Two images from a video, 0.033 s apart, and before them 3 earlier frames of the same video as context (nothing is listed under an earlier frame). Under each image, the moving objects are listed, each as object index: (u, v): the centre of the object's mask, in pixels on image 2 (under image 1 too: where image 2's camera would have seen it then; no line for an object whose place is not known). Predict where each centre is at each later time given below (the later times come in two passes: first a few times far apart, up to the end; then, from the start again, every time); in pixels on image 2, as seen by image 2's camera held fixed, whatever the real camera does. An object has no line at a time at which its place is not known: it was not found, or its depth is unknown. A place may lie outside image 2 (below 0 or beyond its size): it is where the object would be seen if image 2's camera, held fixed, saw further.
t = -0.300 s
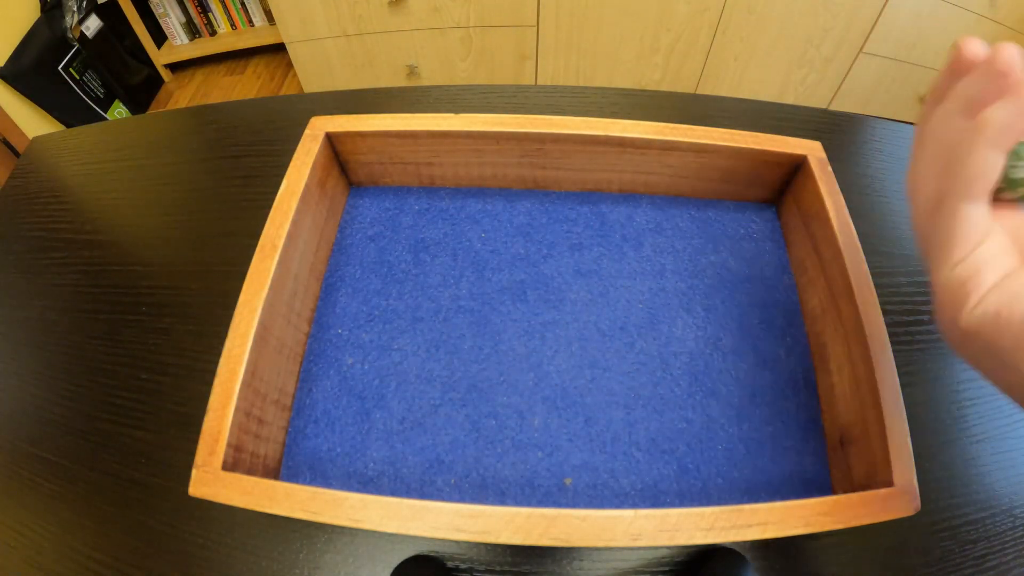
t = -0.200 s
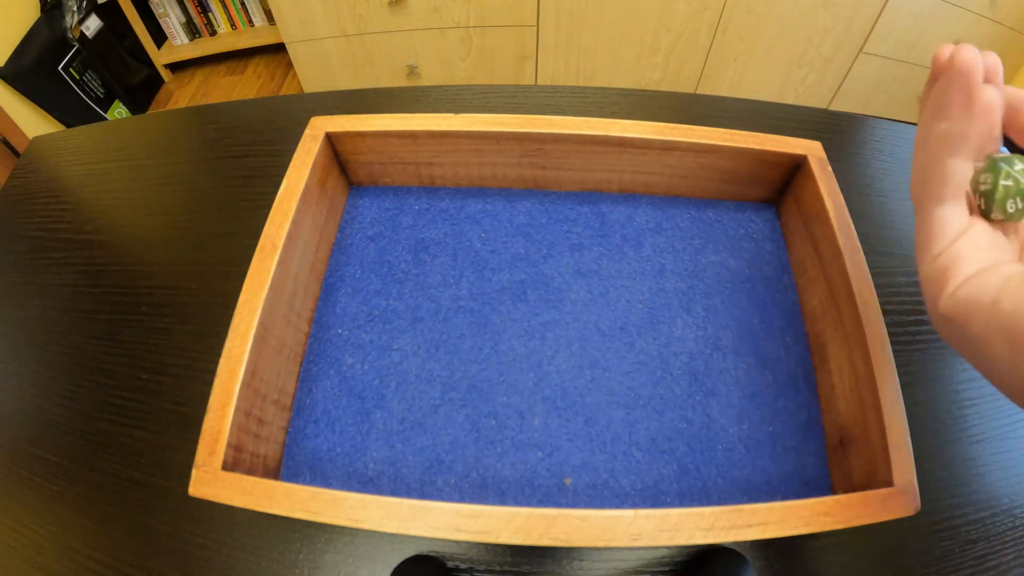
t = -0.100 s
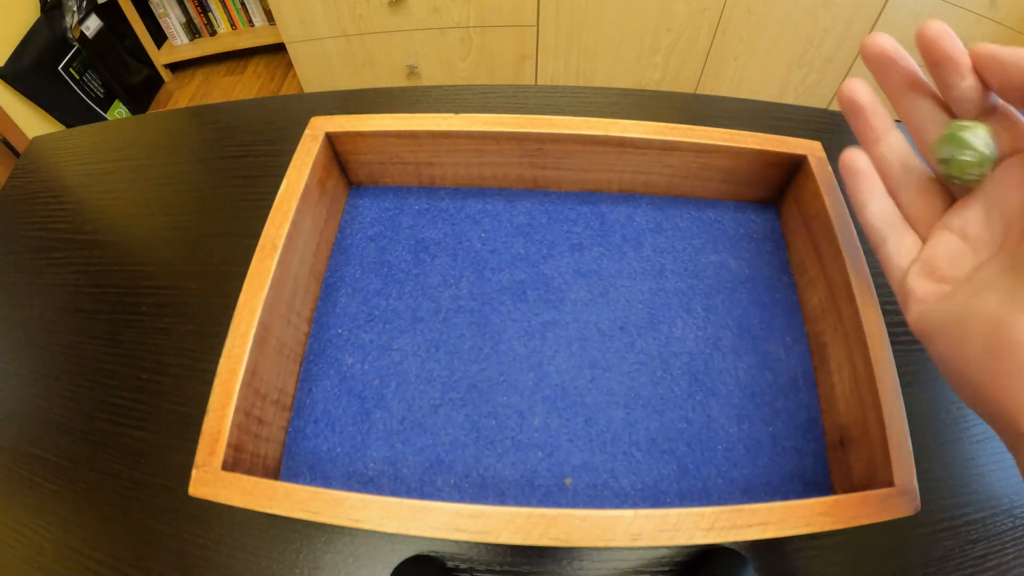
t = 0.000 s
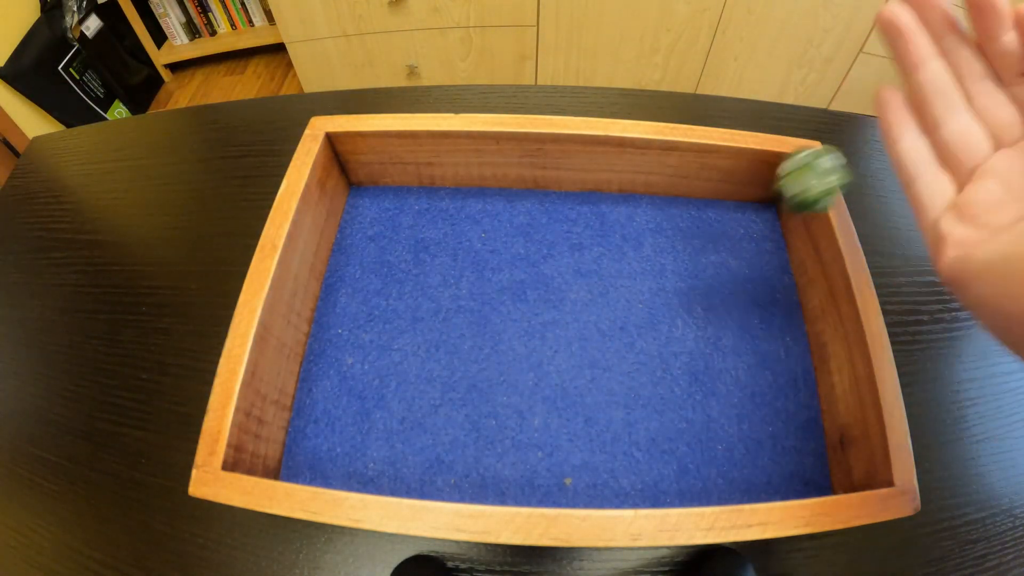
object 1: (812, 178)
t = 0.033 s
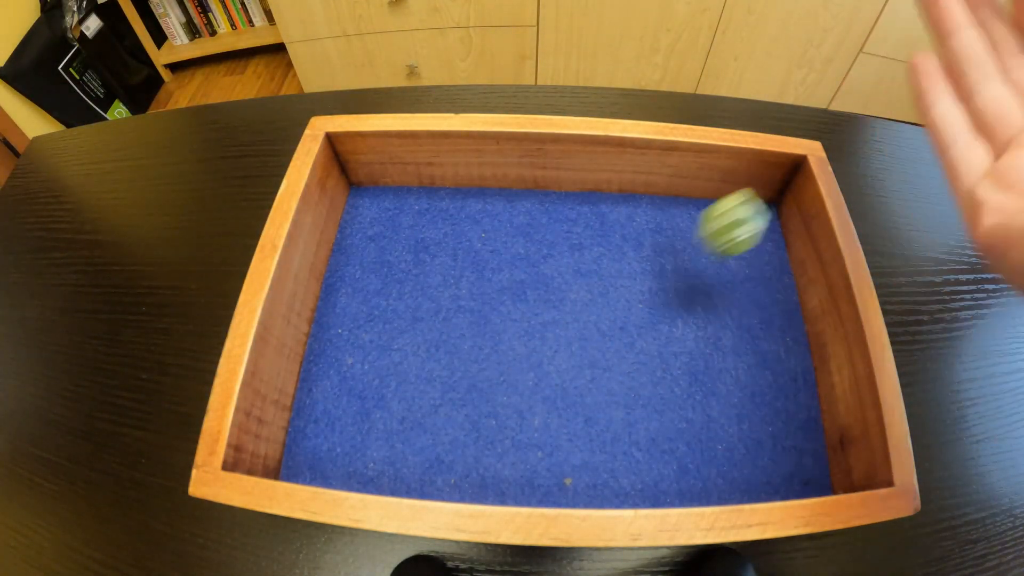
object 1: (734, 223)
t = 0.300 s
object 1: (433, 219)
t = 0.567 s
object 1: (371, 193)
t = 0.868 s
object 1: (369, 192)
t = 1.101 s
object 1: (369, 192)
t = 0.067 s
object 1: (658, 268)
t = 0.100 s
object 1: (625, 248)
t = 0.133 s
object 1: (584, 242)
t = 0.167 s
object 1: (540, 253)
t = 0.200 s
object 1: (510, 236)
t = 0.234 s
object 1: (480, 228)
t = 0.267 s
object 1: (454, 226)
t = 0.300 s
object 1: (433, 219)
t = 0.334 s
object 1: (413, 210)
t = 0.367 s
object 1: (397, 202)
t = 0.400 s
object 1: (383, 198)
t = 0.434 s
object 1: (369, 193)
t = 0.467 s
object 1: (360, 190)
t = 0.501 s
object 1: (369, 189)
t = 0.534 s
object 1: (372, 190)
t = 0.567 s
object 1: (371, 193)
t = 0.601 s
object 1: (369, 193)
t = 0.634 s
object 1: (368, 192)
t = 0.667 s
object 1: (368, 192)
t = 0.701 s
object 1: (369, 191)
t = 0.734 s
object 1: (369, 191)
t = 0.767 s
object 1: (368, 191)
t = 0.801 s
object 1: (369, 192)
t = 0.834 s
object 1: (369, 191)
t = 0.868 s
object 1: (369, 192)
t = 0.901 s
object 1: (369, 192)
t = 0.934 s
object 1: (369, 192)
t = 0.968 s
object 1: (369, 192)
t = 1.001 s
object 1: (369, 192)
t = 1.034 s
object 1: (369, 192)
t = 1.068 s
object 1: (369, 192)
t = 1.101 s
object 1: (369, 192)
